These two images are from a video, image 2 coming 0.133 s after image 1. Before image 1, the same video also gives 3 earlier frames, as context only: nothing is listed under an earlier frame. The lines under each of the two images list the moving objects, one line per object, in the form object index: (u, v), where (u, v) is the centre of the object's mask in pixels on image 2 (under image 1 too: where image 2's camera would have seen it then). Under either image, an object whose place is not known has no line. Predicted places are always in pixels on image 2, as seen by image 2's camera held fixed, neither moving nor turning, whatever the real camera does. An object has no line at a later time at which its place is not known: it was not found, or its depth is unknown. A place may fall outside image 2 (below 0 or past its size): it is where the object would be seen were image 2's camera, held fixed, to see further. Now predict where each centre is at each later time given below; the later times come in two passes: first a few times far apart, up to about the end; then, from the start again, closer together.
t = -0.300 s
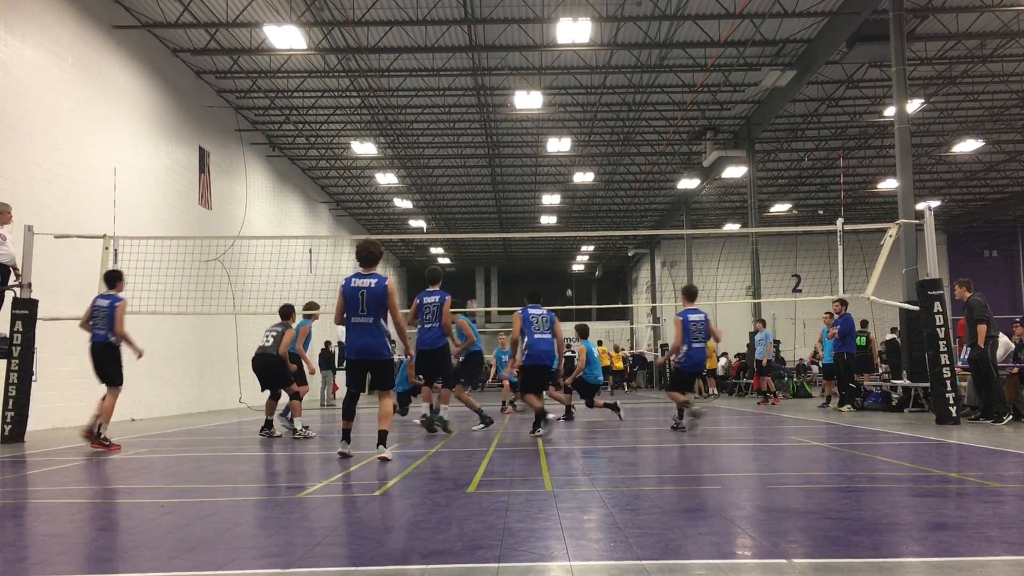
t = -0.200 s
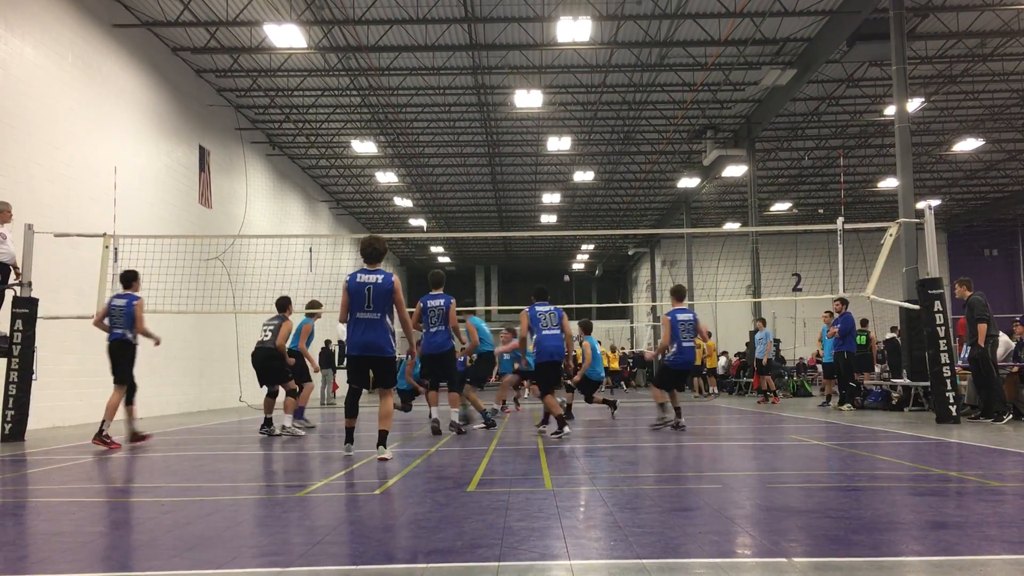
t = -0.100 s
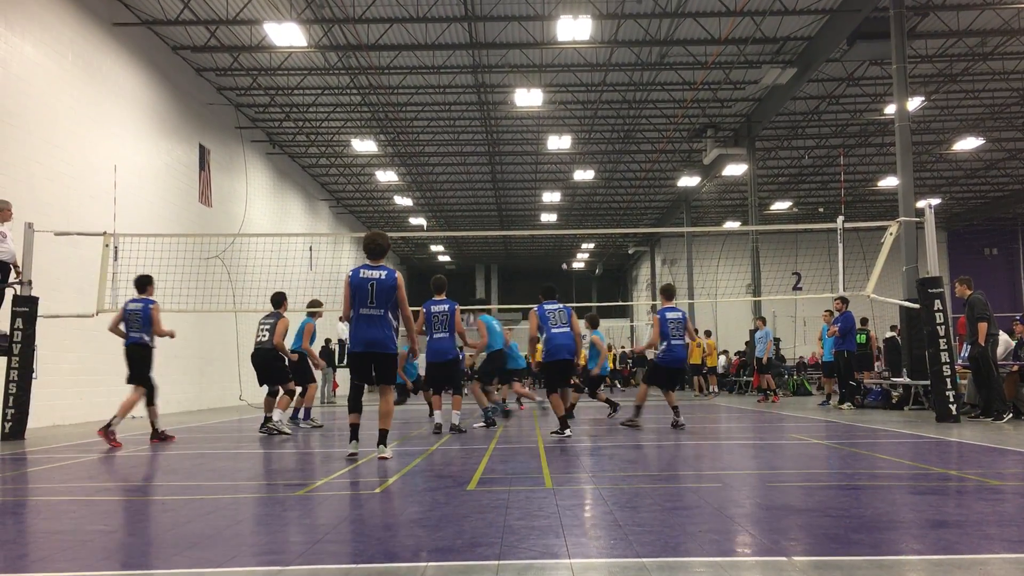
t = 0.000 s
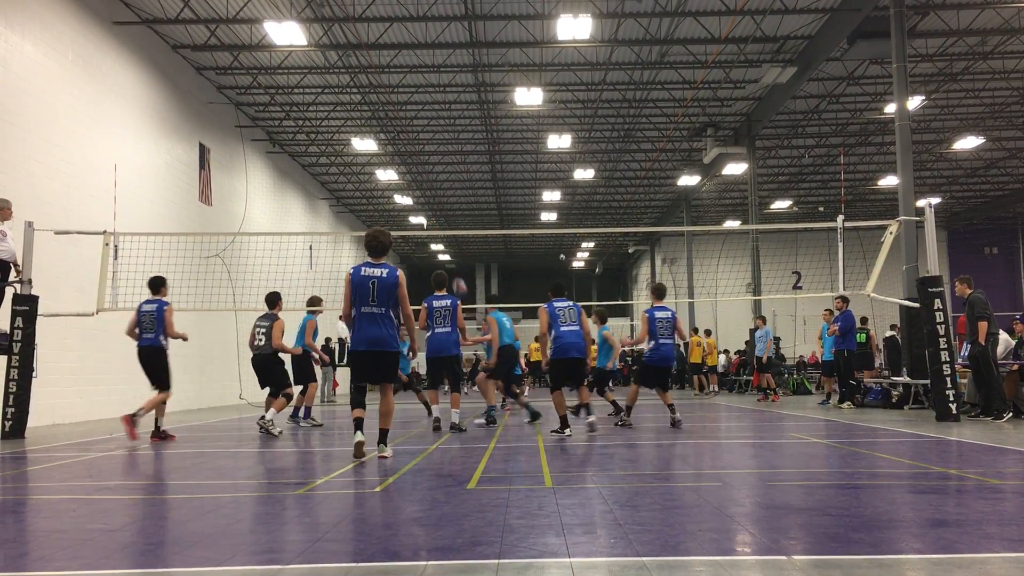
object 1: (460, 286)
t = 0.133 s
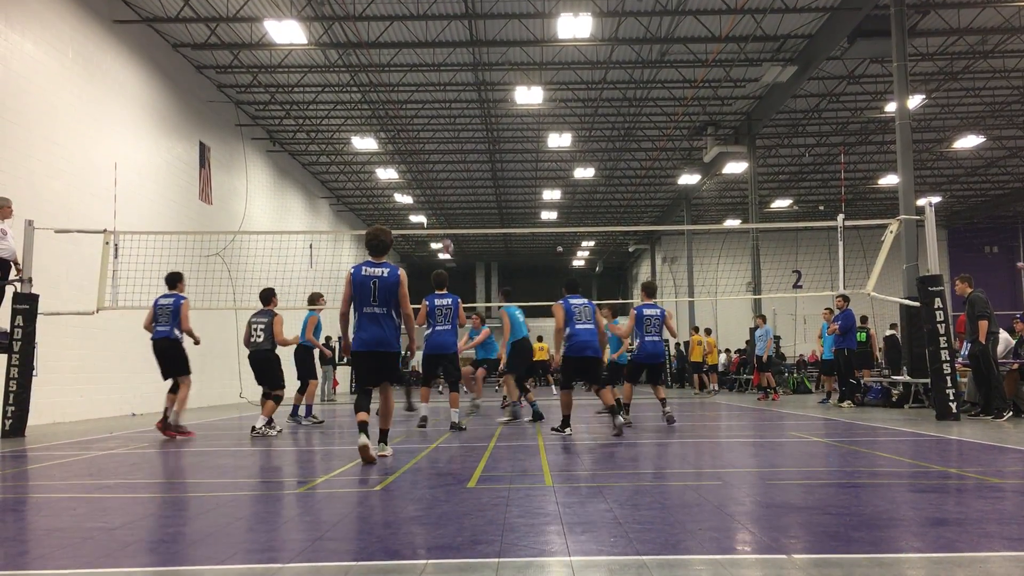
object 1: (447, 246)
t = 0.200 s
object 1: (440, 230)
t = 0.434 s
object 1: (414, 193)
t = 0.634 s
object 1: (385, 193)
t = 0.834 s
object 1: (353, 228)
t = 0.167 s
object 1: (444, 240)
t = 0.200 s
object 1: (440, 230)
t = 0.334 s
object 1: (426, 206)
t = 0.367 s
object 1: (421, 200)
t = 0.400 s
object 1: (418, 197)
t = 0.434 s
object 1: (414, 193)
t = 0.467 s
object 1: (409, 190)
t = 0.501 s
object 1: (405, 189)
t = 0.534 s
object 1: (401, 188)
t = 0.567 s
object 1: (396, 188)
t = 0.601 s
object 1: (391, 190)
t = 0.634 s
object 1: (385, 193)
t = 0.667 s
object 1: (380, 197)
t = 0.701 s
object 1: (374, 200)
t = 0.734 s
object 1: (370, 205)
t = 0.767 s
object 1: (364, 212)
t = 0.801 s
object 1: (359, 220)
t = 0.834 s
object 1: (353, 228)
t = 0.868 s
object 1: (346, 240)
